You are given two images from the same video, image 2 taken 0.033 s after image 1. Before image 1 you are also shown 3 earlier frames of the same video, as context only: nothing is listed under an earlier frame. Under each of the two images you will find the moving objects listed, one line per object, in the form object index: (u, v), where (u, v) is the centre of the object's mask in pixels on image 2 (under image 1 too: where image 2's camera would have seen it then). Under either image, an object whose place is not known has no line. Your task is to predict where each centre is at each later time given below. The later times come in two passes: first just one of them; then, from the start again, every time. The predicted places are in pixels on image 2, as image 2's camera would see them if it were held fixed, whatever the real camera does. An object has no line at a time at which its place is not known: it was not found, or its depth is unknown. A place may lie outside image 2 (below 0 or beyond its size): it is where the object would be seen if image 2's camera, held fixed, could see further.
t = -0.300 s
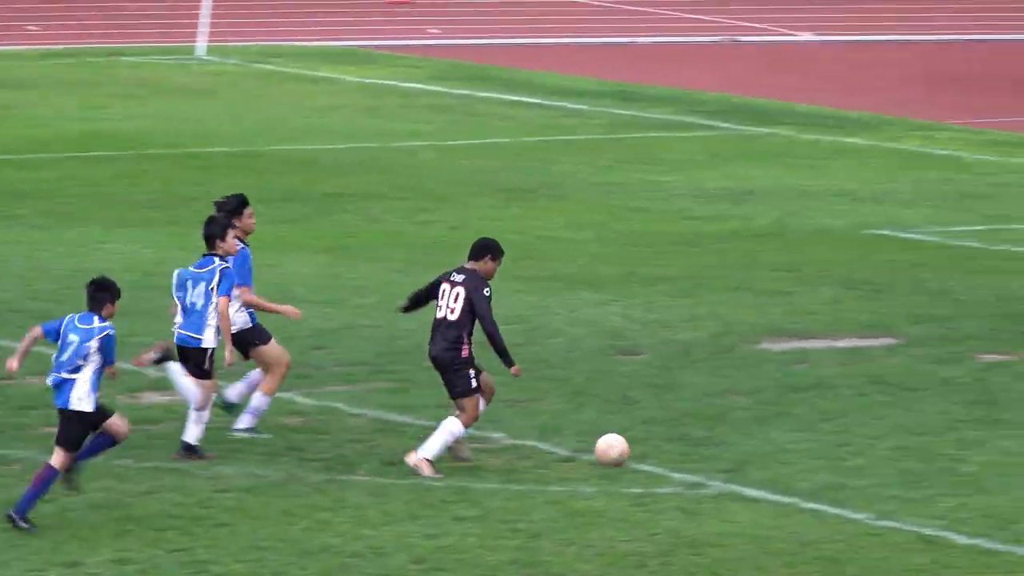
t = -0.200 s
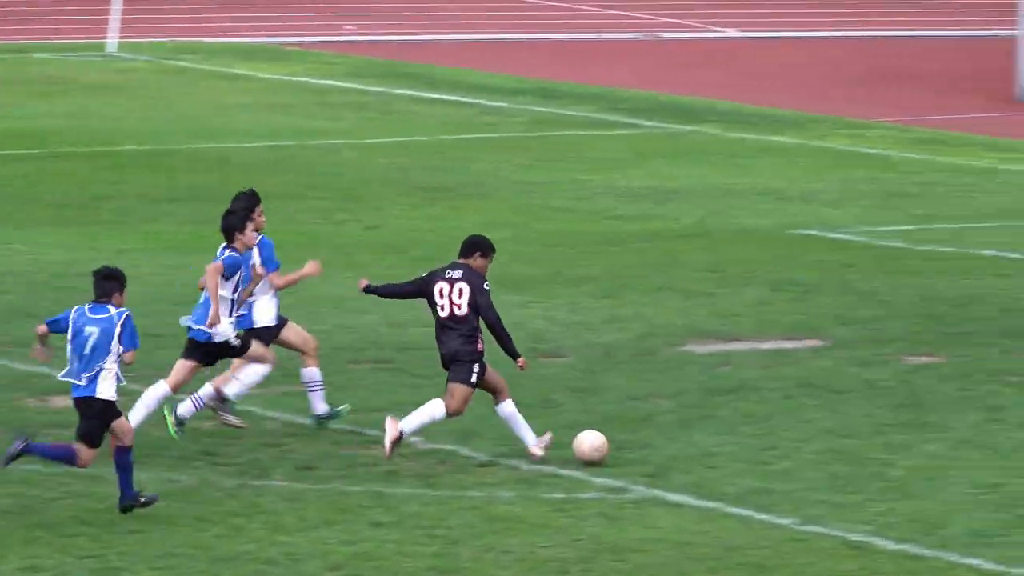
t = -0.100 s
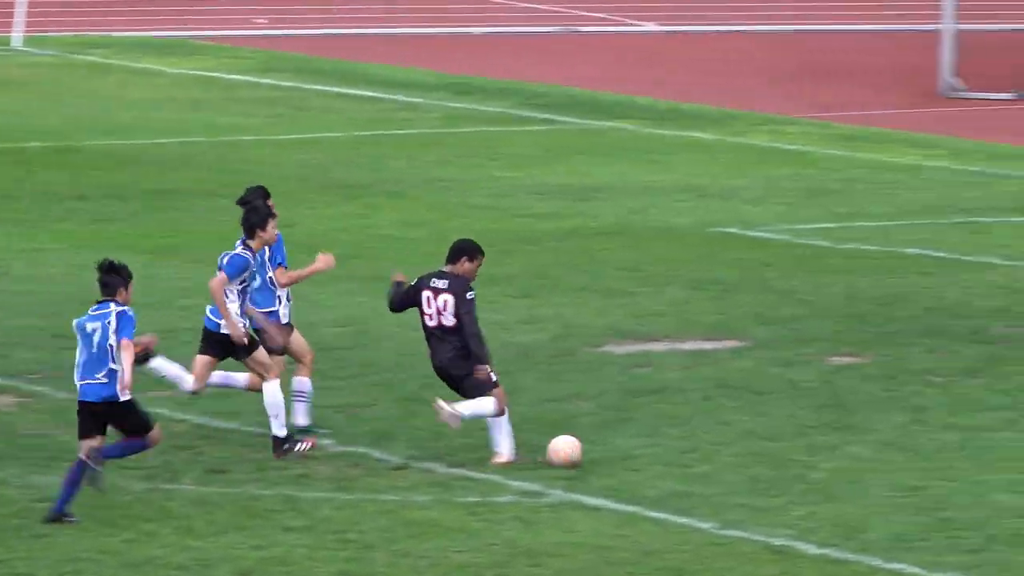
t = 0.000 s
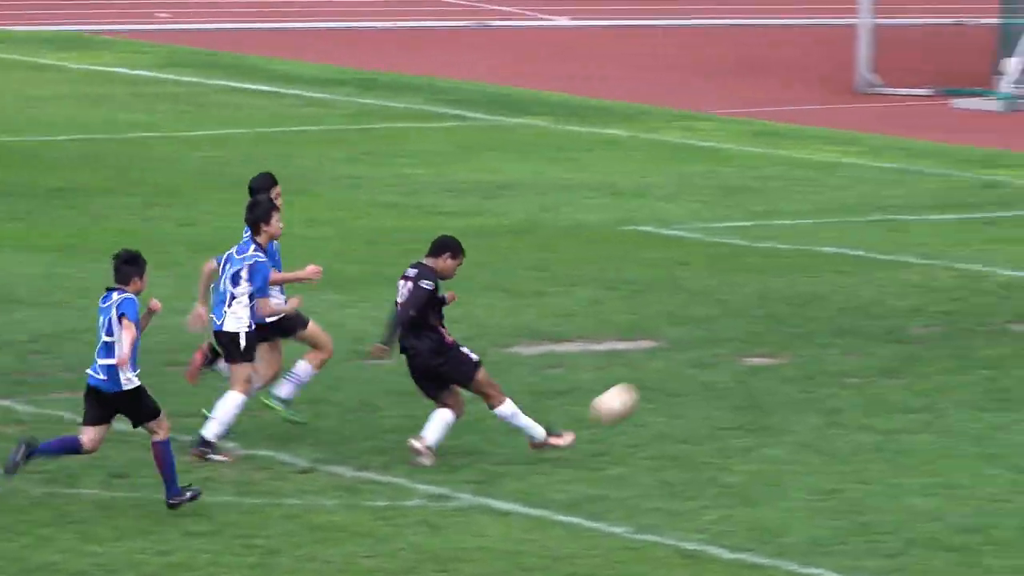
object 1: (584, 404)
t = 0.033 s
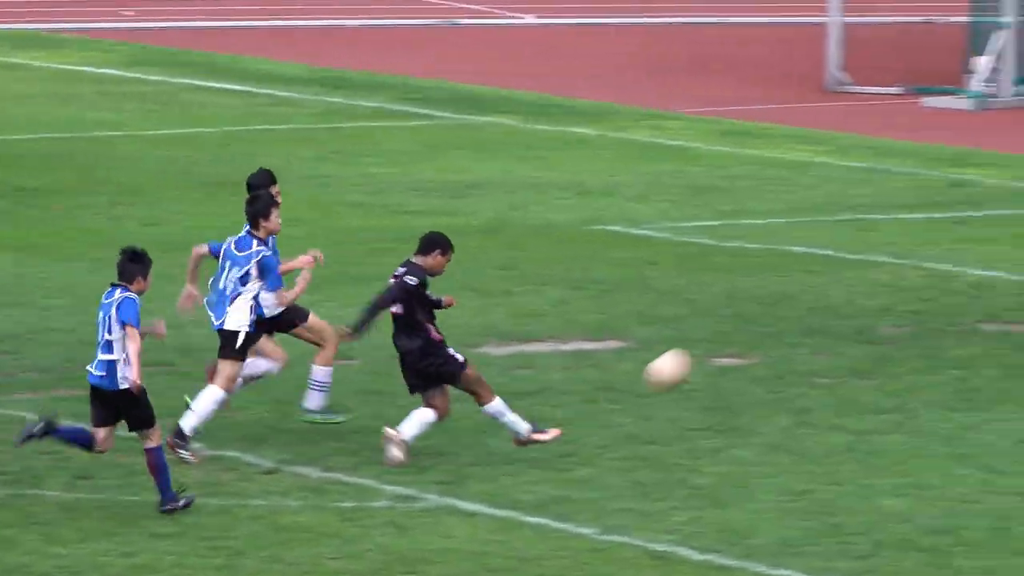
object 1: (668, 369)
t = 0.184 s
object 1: (1015, 231)
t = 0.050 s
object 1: (709, 353)
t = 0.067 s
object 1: (749, 338)
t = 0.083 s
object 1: (789, 321)
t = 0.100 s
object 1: (829, 305)
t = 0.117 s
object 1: (867, 290)
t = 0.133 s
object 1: (904, 275)
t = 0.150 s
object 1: (943, 261)
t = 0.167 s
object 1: (980, 246)
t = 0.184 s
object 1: (1015, 231)
